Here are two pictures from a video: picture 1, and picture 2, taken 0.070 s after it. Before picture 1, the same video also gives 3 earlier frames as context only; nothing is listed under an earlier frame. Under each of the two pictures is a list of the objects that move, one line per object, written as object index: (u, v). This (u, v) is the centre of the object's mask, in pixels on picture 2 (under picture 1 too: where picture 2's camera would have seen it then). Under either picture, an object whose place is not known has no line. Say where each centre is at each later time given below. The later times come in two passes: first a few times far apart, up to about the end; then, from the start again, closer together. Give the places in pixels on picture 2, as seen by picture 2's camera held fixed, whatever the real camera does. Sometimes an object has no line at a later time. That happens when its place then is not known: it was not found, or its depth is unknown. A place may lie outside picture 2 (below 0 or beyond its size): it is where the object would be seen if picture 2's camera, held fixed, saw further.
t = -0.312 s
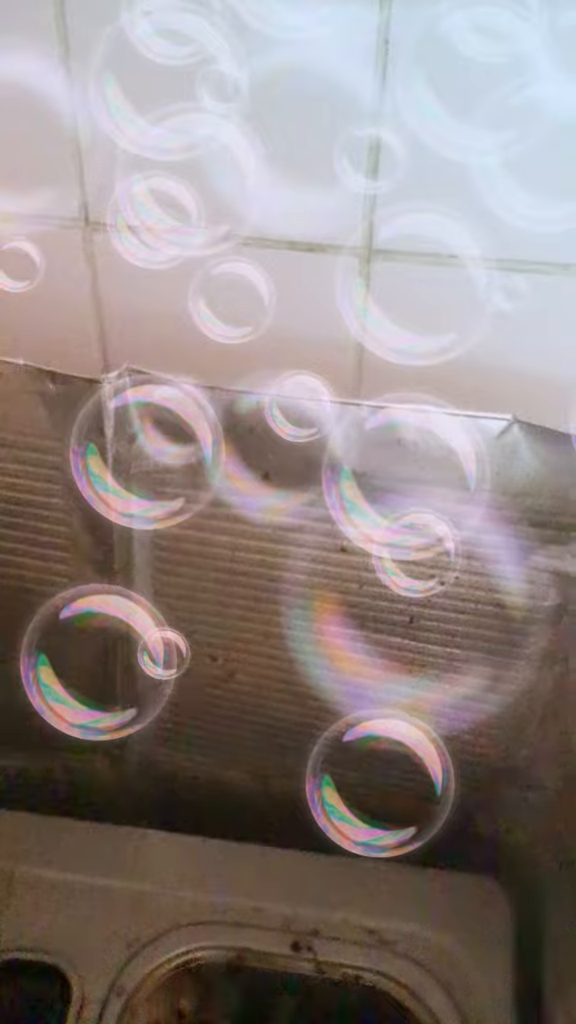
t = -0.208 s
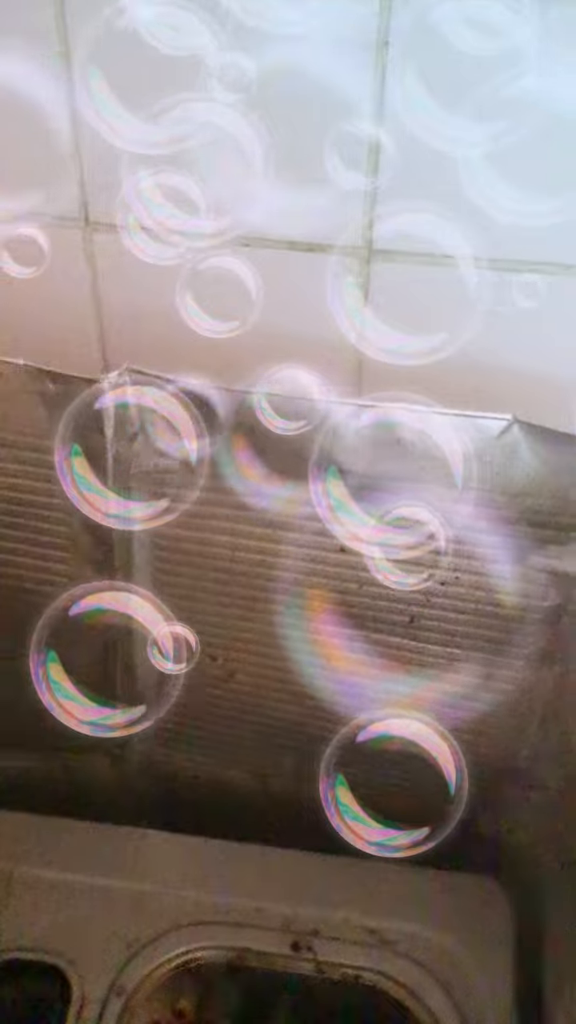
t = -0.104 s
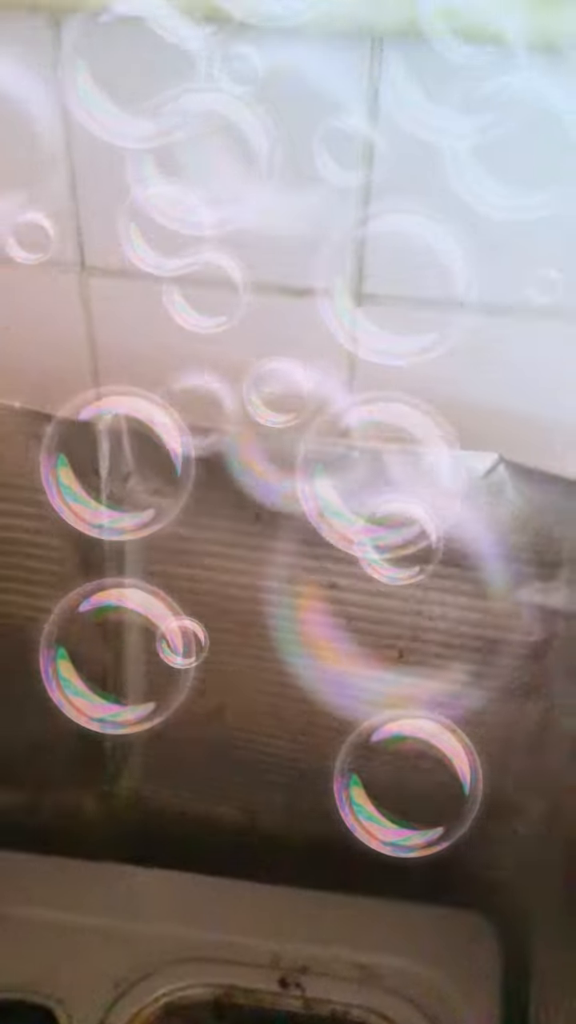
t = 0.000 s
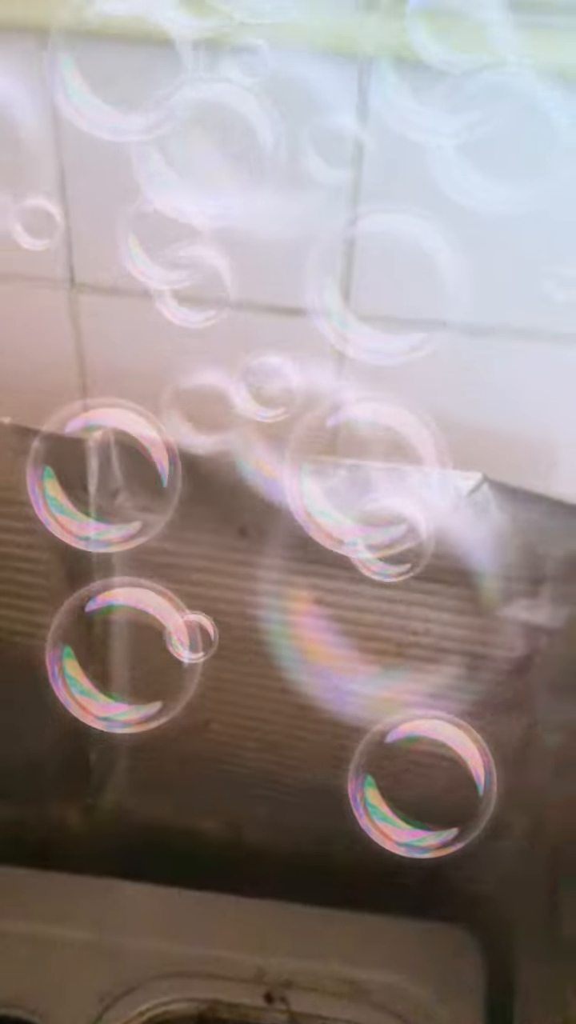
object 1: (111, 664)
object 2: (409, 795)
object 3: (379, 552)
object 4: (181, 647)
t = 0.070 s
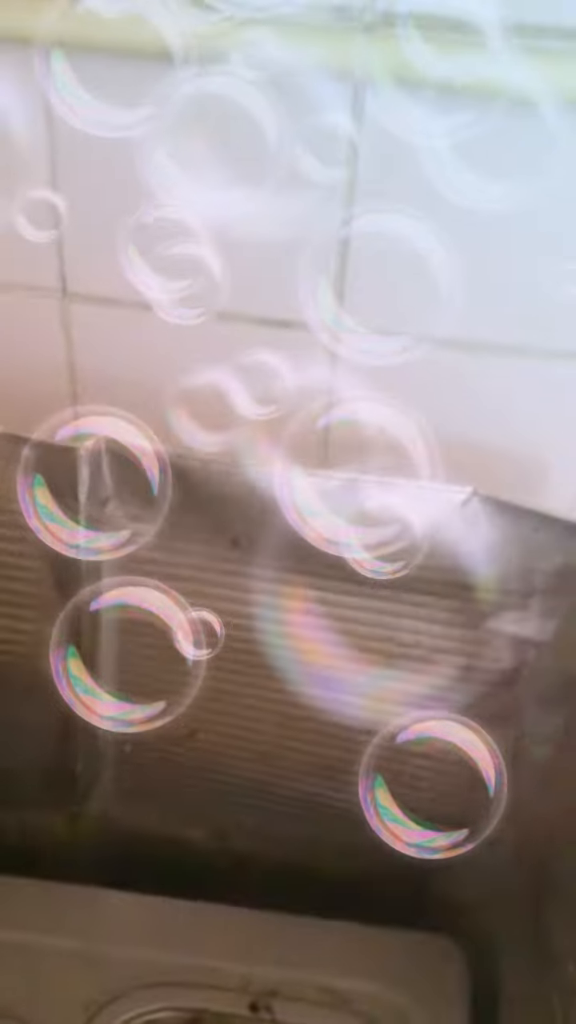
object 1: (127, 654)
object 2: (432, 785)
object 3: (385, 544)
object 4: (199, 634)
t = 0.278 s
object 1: (161, 650)
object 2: (492, 784)
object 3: (392, 531)
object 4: (239, 619)
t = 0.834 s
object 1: (204, 642)
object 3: (352, 506)
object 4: (260, 576)
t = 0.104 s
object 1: (134, 651)
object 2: (443, 783)
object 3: (389, 537)
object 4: (207, 628)
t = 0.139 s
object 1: (142, 650)
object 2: (455, 782)
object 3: (391, 535)
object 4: (215, 626)
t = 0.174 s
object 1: (150, 651)
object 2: (468, 783)
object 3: (401, 543)
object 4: (223, 625)
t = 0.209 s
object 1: (155, 652)
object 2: (477, 784)
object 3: (402, 543)
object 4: (231, 624)
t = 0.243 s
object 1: (159, 652)
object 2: (487, 784)
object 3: (403, 542)
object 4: (236, 622)
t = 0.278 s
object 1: (161, 650)
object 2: (492, 784)
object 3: (392, 531)
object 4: (239, 619)
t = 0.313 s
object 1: (161, 649)
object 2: (497, 784)
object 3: (389, 528)
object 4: (242, 616)
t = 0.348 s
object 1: (163, 648)
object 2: (502, 785)
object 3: (385, 525)
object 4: (246, 612)
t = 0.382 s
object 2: (509, 785)
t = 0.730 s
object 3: (366, 502)
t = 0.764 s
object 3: (360, 504)
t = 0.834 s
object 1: (204, 642)
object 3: (352, 506)
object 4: (260, 576)
